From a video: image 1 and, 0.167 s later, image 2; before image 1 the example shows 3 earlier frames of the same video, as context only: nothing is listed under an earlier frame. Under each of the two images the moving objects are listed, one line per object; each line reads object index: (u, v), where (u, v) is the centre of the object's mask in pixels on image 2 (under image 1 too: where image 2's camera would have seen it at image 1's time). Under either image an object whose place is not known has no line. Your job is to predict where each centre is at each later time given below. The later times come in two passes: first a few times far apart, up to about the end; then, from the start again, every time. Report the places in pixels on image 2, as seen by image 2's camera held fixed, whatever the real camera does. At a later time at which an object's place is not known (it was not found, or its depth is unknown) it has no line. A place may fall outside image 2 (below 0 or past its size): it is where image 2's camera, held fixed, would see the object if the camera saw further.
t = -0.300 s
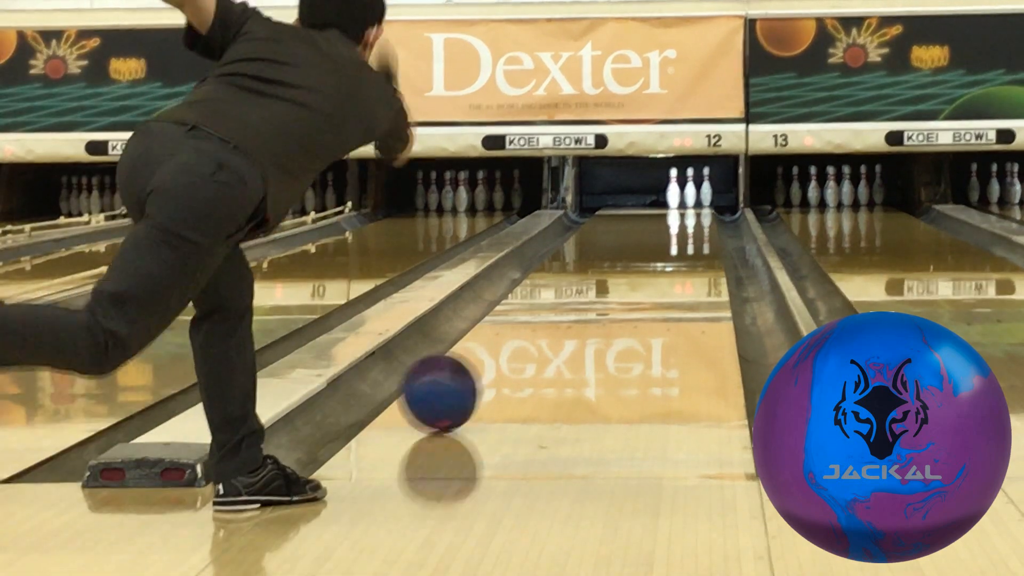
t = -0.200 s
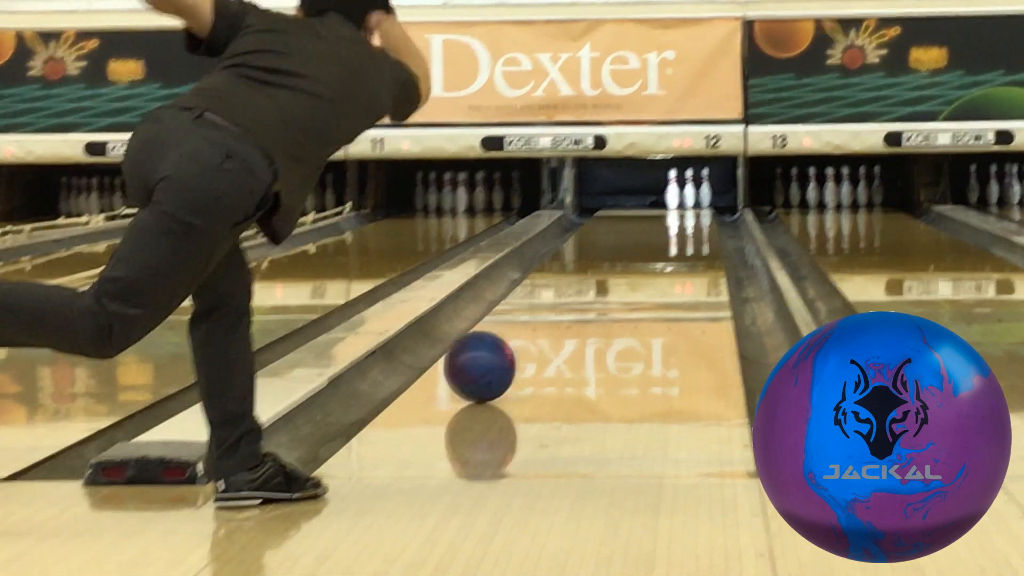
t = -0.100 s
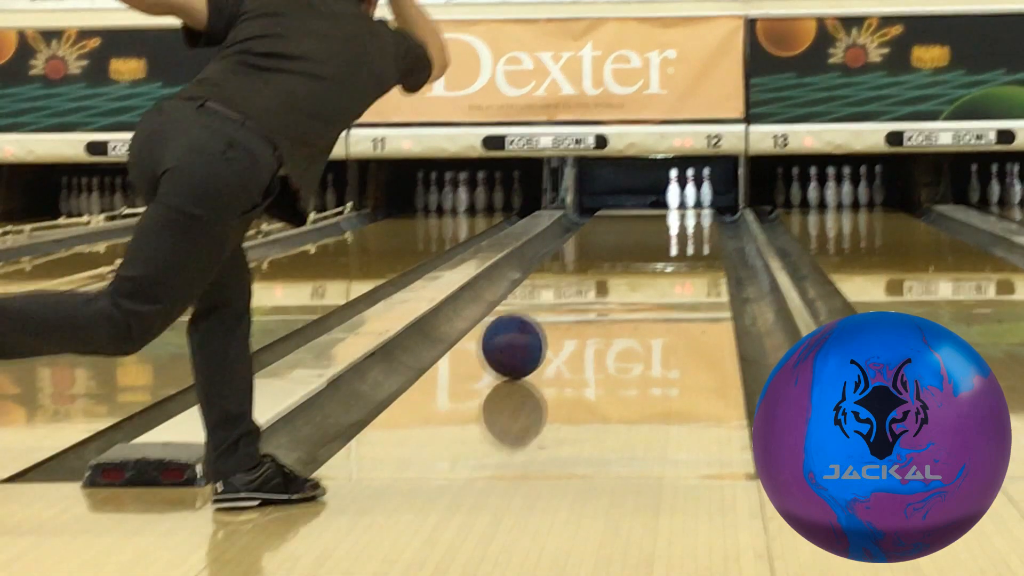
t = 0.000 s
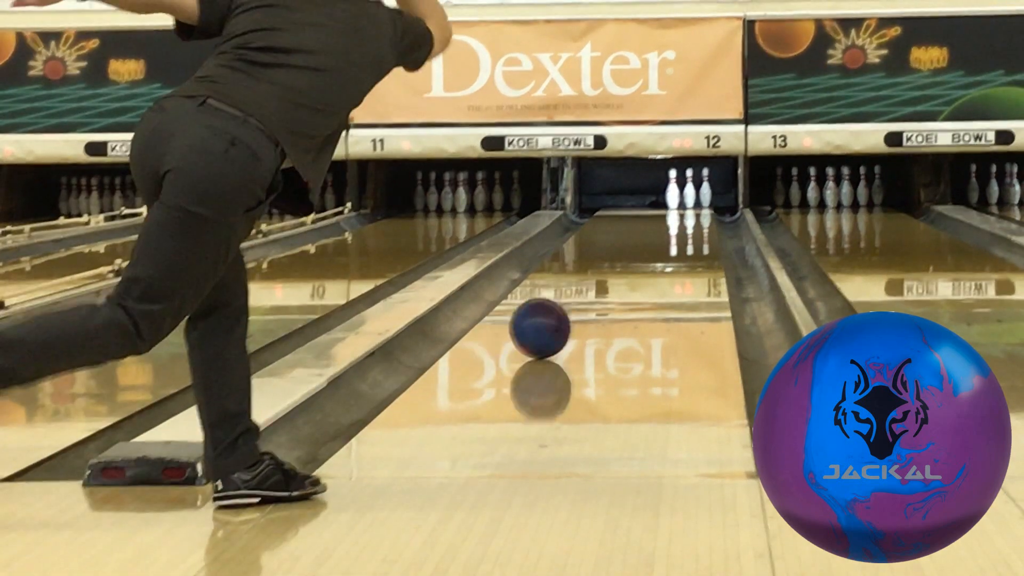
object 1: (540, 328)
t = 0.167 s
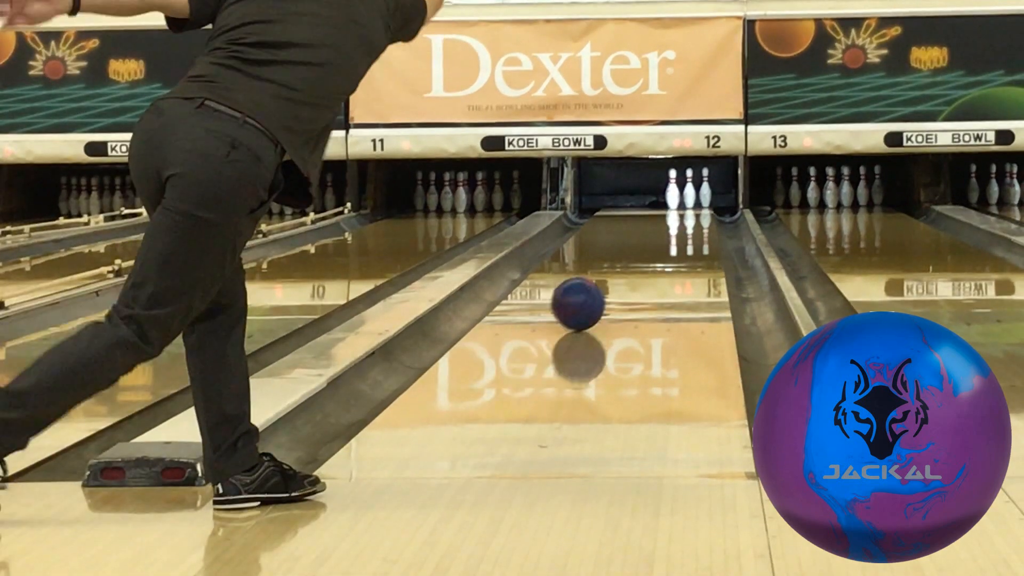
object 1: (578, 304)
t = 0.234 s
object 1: (590, 296)
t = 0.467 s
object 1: (628, 272)
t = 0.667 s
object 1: (652, 256)
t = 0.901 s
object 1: (674, 241)
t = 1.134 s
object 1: (691, 230)
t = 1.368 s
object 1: (703, 221)
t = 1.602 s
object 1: (710, 213)
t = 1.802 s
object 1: (712, 207)
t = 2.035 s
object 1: (709, 202)
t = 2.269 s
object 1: (706, 199)
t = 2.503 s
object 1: (716, 196)
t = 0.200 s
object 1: (584, 300)
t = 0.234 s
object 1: (590, 296)
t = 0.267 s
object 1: (597, 292)
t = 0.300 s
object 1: (603, 288)
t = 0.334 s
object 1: (608, 285)
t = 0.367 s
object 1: (613, 282)
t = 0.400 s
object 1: (618, 278)
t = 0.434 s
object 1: (623, 275)
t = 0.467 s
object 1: (628, 272)
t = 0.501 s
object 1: (632, 269)
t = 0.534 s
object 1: (636, 266)
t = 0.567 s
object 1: (640, 263)
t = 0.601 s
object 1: (644, 261)
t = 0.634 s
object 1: (648, 258)
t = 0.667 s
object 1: (652, 256)
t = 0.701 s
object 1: (655, 253)
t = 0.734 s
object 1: (659, 251)
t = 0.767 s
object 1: (662, 249)
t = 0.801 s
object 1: (665, 247)
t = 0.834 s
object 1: (668, 245)
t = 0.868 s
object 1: (671, 243)
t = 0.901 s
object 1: (674, 241)
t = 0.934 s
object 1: (677, 240)
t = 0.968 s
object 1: (680, 238)
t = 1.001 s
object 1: (682, 236)
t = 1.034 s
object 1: (684, 235)
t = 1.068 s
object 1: (687, 234)
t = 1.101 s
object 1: (689, 232)
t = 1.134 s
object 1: (691, 230)
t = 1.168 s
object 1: (694, 229)
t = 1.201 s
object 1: (695, 228)
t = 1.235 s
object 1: (697, 226)
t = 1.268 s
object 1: (698, 226)
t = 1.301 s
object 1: (700, 224)
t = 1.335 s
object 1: (702, 223)
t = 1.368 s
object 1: (703, 221)
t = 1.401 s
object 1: (705, 220)
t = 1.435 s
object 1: (706, 219)
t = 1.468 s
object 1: (707, 218)
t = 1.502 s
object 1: (708, 216)
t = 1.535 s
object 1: (709, 215)
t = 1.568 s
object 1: (710, 214)
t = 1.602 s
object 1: (710, 213)
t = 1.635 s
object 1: (711, 212)
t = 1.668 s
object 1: (711, 211)
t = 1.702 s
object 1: (712, 210)
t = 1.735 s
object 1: (712, 209)
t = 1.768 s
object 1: (712, 208)
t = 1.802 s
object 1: (712, 207)
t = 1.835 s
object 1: (712, 206)
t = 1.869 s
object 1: (712, 205)
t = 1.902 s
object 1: (712, 205)
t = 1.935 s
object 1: (711, 205)
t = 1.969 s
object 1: (711, 204)
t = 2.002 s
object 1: (710, 203)
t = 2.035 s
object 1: (709, 202)
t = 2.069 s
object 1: (708, 202)
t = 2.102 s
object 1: (708, 201)
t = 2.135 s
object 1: (707, 200)
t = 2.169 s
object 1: (707, 199)
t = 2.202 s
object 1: (706, 199)
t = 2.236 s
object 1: (706, 198)
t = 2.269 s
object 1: (706, 199)
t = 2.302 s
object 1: (705, 198)
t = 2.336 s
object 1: (705, 197)
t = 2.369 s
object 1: (706, 196)
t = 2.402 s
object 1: (709, 196)
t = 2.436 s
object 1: (711, 196)
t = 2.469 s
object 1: (713, 196)
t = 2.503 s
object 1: (716, 196)
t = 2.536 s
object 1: (718, 198)
